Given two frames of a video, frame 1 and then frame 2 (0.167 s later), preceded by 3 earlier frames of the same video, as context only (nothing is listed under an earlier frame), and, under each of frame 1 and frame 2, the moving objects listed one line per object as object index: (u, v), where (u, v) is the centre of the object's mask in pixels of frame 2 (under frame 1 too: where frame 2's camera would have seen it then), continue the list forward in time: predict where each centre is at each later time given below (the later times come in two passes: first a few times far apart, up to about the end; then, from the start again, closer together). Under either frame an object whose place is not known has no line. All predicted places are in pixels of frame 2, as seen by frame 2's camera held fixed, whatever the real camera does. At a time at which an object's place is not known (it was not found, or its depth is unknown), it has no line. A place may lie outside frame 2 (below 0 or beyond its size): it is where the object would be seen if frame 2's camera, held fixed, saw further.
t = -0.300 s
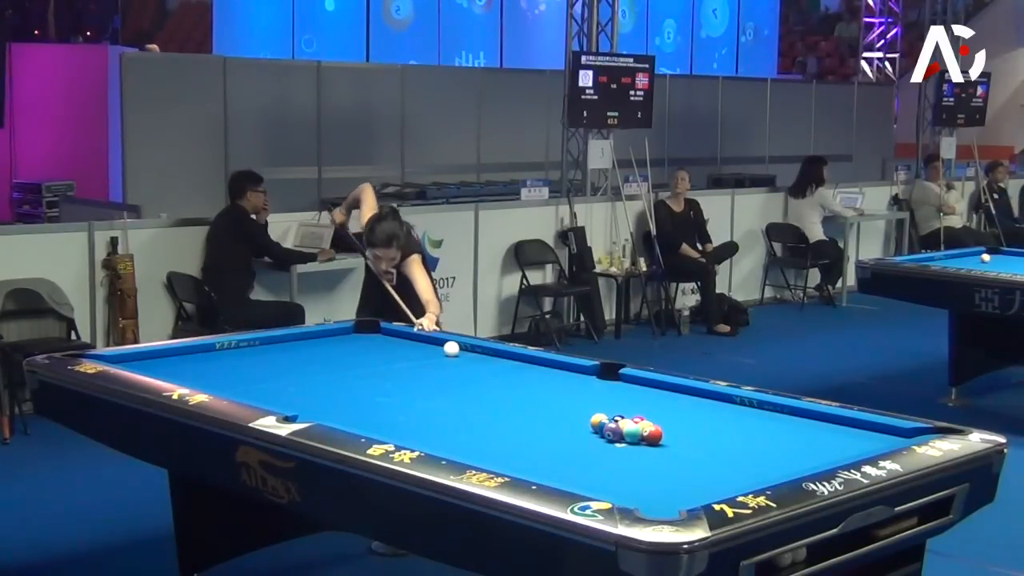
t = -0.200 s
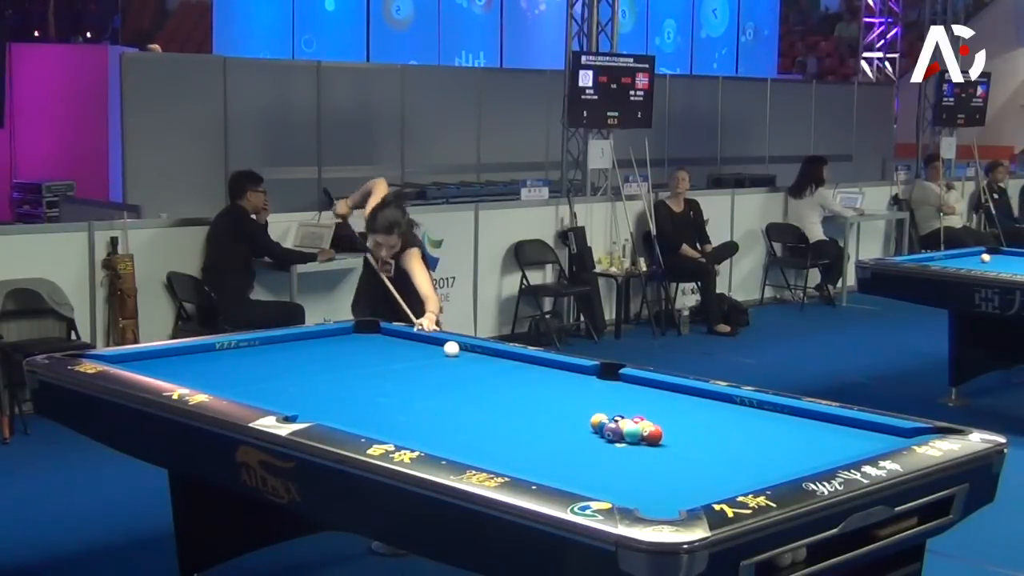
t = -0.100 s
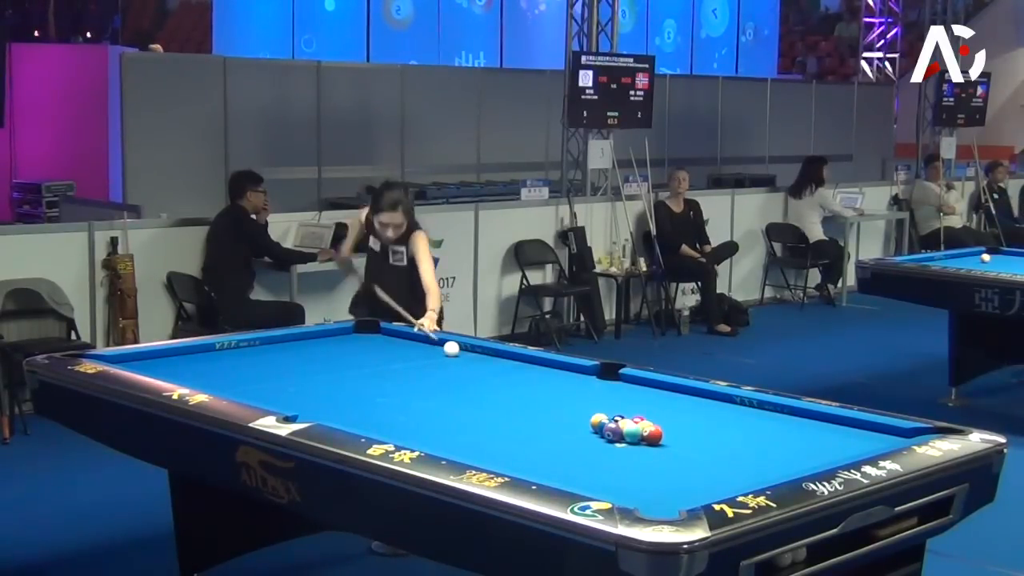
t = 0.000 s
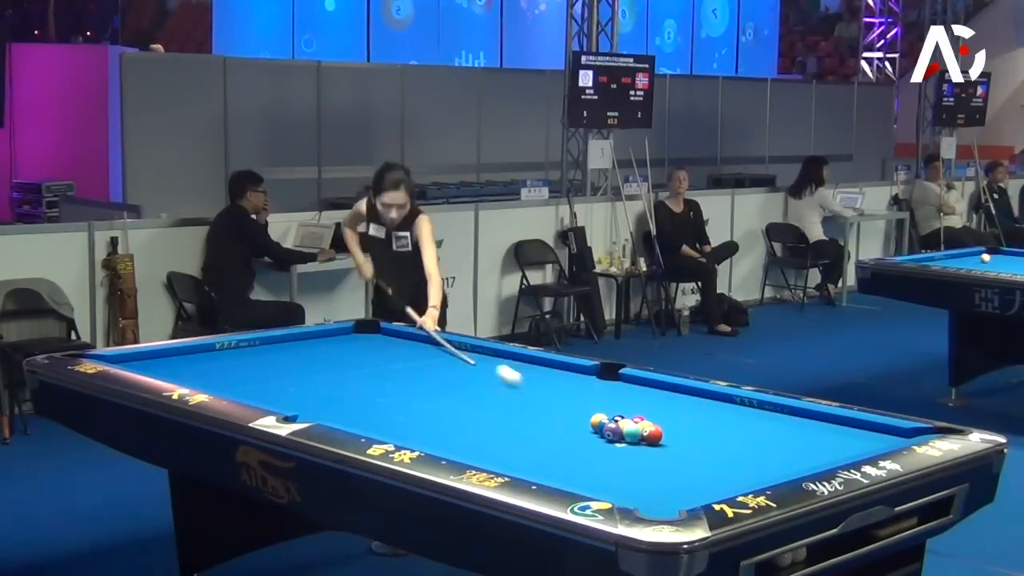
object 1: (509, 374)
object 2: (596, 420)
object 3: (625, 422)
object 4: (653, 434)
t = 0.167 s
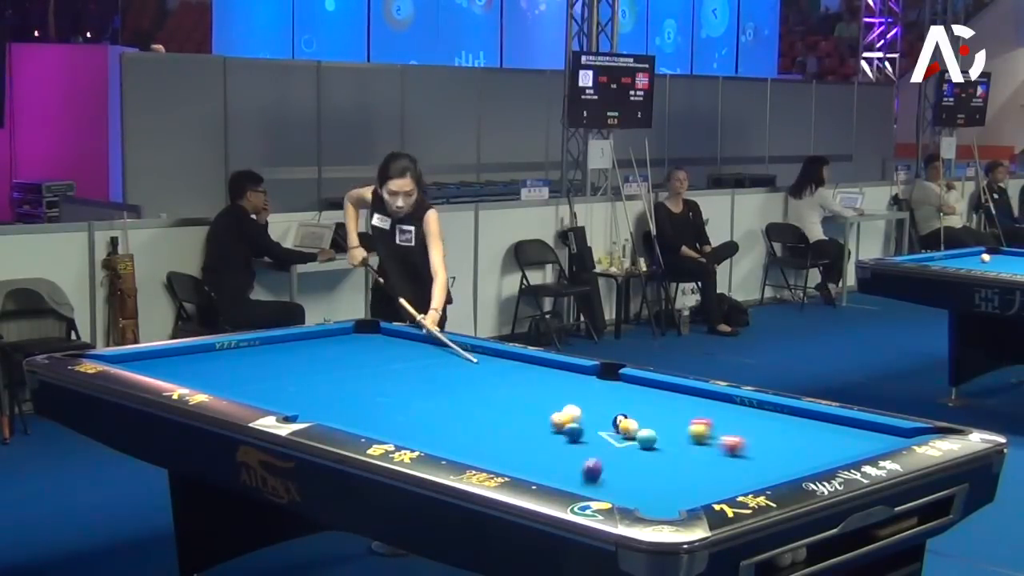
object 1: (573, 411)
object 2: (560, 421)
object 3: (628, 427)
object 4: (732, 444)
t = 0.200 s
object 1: (565, 412)
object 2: (546, 422)
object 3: (630, 428)
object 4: (763, 448)
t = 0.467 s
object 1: (528, 406)
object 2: (445, 420)
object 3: (637, 428)
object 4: (760, 435)
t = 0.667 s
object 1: (508, 402)
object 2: (371, 419)
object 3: (641, 428)
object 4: (699, 417)
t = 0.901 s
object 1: (485, 399)
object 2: (315, 413)
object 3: (645, 427)
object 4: (640, 398)
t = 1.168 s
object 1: (461, 394)
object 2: (340, 404)
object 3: (648, 427)
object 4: (583, 380)
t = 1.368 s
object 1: (445, 392)
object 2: (355, 397)
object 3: (649, 428)
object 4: (544, 368)
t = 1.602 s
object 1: (427, 389)
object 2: (372, 389)
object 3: (648, 428)
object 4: (504, 355)
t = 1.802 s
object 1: (413, 387)
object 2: (385, 382)
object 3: (648, 428)
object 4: (466, 347)
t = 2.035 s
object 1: (398, 385)
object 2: (399, 372)
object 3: (649, 427)
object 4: (417, 340)
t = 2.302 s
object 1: (382, 382)
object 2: (413, 369)
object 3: (648, 427)
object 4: (365, 332)
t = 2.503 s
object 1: (372, 380)
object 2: (423, 364)
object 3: (648, 427)
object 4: (354, 332)
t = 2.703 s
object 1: (362, 378)
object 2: (433, 359)
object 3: (648, 427)
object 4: (362, 337)
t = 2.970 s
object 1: (350, 376)
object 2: (445, 354)
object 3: (648, 427)
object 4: (371, 343)
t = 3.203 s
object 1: (341, 375)
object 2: (454, 349)
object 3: (648, 427)
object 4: (378, 348)
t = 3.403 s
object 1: (334, 373)
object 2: (461, 346)
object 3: (648, 428)
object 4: (384, 352)
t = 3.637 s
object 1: (327, 372)
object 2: (450, 346)
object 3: (648, 427)
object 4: (391, 357)
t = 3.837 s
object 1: (322, 372)
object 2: (440, 346)
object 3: (648, 427)
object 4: (397, 361)
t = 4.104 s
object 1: (316, 370)
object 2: (429, 346)
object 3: (648, 427)
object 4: (405, 367)
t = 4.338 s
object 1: (311, 370)
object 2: (419, 346)
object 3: (648, 427)
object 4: (411, 372)
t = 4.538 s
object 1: (308, 369)
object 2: (413, 346)
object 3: (648, 427)
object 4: (417, 376)
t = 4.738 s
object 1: (306, 369)
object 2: (406, 346)
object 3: (648, 427)
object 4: (422, 380)
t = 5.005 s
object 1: (305, 369)
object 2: (399, 346)
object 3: (648, 427)
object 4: (429, 385)
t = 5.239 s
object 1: (304, 369)
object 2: (395, 347)
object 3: (648, 427)
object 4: (436, 389)
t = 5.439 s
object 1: (304, 369)
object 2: (392, 347)
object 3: (648, 427)
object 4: (440, 393)
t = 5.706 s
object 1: (305, 369)
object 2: (389, 347)
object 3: (648, 428)
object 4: (447, 398)
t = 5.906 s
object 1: (305, 369)
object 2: (387, 347)
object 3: (648, 427)
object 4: (452, 401)
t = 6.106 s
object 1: (305, 369)
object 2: (387, 346)
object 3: (648, 428)
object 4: (457, 404)
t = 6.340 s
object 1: (305, 369)
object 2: (387, 346)
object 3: (648, 427)
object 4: (461, 408)
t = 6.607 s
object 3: (648, 428)
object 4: (467, 412)
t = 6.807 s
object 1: (305, 369)
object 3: (648, 428)
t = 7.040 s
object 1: (305, 369)
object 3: (650, 427)
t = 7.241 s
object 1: (305, 369)
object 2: (505, 368)
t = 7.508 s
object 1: (304, 369)
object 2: (505, 368)
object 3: (648, 427)
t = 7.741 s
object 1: (305, 369)
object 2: (505, 368)
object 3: (648, 428)
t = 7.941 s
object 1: (305, 369)
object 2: (505, 368)
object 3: (648, 428)
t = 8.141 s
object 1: (305, 369)
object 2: (505, 368)
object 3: (648, 428)
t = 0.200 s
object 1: (565, 412)
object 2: (546, 422)
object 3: (630, 428)
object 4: (763, 448)
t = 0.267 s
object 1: (554, 410)
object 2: (519, 422)
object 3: (632, 428)
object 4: (823, 455)
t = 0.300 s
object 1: (548, 410)
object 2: (506, 421)
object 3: (632, 428)
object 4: (830, 454)
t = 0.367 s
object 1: (540, 408)
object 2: (481, 421)
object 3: (635, 428)
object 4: (800, 447)
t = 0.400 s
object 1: (536, 407)
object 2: (469, 420)
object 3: (635, 428)
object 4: (785, 443)
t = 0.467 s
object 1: (528, 406)
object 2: (445, 420)
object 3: (637, 428)
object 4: (760, 435)
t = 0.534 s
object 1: (521, 405)
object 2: (420, 419)
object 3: (638, 427)
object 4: (737, 429)
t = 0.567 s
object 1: (518, 404)
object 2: (408, 419)
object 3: (639, 428)
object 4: (727, 426)
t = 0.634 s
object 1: (511, 403)
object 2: (384, 419)
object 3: (641, 428)
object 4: (707, 419)
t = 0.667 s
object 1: (508, 402)
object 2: (371, 419)
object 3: (641, 428)
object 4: (699, 417)
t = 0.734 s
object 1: (501, 401)
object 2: (348, 417)
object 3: (643, 427)
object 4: (681, 411)
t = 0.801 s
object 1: (494, 400)
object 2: (324, 415)
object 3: (644, 427)
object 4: (665, 406)
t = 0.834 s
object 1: (491, 400)
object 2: (311, 415)
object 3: (644, 428)
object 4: (656, 403)
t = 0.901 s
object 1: (485, 399)
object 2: (315, 413)
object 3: (645, 427)
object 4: (640, 398)
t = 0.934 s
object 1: (482, 398)
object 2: (320, 412)
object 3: (646, 427)
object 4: (633, 396)
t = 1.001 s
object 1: (476, 397)
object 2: (327, 410)
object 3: (646, 427)
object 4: (618, 391)
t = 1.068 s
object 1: (470, 396)
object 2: (332, 407)
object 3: (647, 427)
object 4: (604, 387)
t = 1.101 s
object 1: (467, 396)
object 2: (335, 406)
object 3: (647, 428)
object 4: (596, 384)
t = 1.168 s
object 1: (461, 394)
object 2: (340, 404)
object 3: (648, 427)
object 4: (583, 380)
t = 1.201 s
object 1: (459, 394)
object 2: (343, 403)
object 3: (648, 427)
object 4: (576, 378)
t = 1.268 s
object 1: (453, 393)
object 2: (348, 400)
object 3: (648, 428)
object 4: (563, 374)
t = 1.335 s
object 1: (448, 392)
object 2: (353, 398)
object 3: (648, 428)
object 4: (551, 370)
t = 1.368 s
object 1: (445, 392)
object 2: (355, 397)
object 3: (649, 428)
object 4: (544, 368)
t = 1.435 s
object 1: (440, 391)
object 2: (360, 394)
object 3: (649, 427)
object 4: (532, 365)
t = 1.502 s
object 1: (435, 390)
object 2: (365, 392)
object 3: (648, 428)
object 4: (520, 361)
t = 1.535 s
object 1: (432, 390)
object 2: (367, 391)
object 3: (648, 427)
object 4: (515, 359)
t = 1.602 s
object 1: (427, 389)
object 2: (372, 389)
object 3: (648, 428)
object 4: (504, 355)
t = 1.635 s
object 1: (425, 388)
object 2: (374, 387)
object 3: (648, 428)
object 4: (498, 354)
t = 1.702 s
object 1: (420, 388)
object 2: (378, 386)
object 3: (648, 428)
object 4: (488, 351)
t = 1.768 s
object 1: (416, 387)
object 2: (383, 384)
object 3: (648, 428)
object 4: (473, 348)
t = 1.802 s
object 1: (413, 387)
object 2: (385, 382)
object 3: (648, 428)
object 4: (466, 347)
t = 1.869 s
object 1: (409, 386)
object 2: (389, 381)
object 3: (648, 427)
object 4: (452, 345)
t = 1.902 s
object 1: (407, 386)
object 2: (390, 379)
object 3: (647, 426)
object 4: (445, 344)
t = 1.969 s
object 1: (403, 385)
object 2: (393, 376)
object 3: (648, 423)
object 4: (431, 342)
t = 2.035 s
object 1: (398, 385)
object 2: (399, 372)
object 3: (649, 427)
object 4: (417, 340)
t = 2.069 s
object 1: (396, 384)
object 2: (402, 372)
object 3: (648, 428)
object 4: (411, 339)
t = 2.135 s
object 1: (392, 383)
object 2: (405, 373)
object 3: (648, 428)
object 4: (397, 337)
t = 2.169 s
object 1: (390, 383)
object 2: (406, 372)
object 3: (648, 427)
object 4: (391, 336)
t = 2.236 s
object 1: (386, 382)
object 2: (410, 371)
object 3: (648, 428)
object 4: (378, 334)
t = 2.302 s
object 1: (382, 382)
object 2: (413, 369)
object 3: (648, 427)
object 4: (365, 332)
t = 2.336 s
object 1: (381, 381)
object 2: (415, 368)
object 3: (648, 427)
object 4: (359, 331)
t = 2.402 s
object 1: (377, 381)
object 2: (418, 366)
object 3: (648, 427)
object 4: (348, 330)
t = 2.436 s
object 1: (375, 380)
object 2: (420, 365)
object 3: (648, 427)
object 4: (350, 330)
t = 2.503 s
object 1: (372, 380)
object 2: (423, 364)
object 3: (648, 427)
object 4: (354, 332)
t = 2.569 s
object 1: (369, 379)
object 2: (426, 362)
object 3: (648, 427)
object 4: (358, 334)
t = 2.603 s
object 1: (367, 379)
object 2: (428, 362)
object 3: (648, 427)
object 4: (359, 335)
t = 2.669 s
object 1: (363, 378)
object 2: (431, 360)
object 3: (648, 427)
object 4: (361, 336)
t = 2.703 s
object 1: (362, 378)
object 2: (433, 359)
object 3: (648, 427)
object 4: (362, 337)
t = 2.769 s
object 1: (359, 378)
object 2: (436, 358)
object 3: (648, 427)
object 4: (364, 338)
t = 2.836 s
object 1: (356, 377)
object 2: (439, 356)
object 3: (648, 427)
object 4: (366, 340)
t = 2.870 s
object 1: (354, 377)
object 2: (440, 356)
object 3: (648, 427)
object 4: (368, 340)
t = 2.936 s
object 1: (352, 376)
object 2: (443, 354)
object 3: (648, 427)
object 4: (370, 342)
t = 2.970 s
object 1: (350, 376)
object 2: (445, 354)
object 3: (648, 427)
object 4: (371, 343)
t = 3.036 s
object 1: (348, 375)
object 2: (447, 352)
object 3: (648, 427)
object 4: (373, 344)
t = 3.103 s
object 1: (345, 375)
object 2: (450, 351)
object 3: (648, 427)
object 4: (375, 345)
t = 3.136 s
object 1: (344, 375)
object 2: (451, 350)
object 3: (648, 427)
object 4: (375, 346)
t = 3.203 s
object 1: (341, 375)
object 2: (454, 349)
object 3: (648, 427)
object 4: (378, 348)
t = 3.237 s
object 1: (340, 374)
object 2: (455, 349)
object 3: (648, 427)
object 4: (379, 348)
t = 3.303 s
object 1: (338, 374)
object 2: (458, 348)
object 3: (648, 428)
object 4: (381, 350)
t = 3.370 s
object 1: (335, 374)
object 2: (460, 346)
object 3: (648, 427)
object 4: (383, 352)
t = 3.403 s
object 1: (334, 373)
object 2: (461, 346)
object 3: (648, 428)
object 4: (384, 352)
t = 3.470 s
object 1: (332, 373)
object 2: (458, 346)
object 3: (648, 427)
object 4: (386, 353)
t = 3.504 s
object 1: (331, 373)
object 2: (456, 346)
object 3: (648, 428)
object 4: (387, 354)
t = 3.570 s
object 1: (329, 373)
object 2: (453, 346)
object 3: (648, 427)
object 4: (389, 355)
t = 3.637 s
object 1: (327, 372)
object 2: (450, 346)
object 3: (648, 427)
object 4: (391, 357)
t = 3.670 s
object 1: (326, 372)
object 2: (448, 346)
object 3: (648, 427)
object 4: (392, 358)
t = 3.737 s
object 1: (324, 372)
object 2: (445, 346)
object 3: (648, 427)
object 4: (394, 359)
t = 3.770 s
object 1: (324, 372)
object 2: (443, 346)
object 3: (648, 427)
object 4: (395, 360)
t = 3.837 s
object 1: (322, 372)
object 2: (440, 346)
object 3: (648, 427)
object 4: (397, 361)
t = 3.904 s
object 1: (320, 371)
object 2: (437, 346)
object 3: (648, 427)
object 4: (398, 363)
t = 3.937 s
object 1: (319, 371)
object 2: (436, 346)
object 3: (648, 427)
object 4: (399, 363)
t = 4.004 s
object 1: (318, 371)
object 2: (433, 346)
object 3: (648, 427)
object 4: (401, 365)
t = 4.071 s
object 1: (316, 371)
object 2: (430, 346)
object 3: (648, 427)
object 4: (404, 366)
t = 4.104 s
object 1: (316, 370)
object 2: (429, 346)
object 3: (648, 427)
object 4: (405, 367)
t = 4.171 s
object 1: (314, 370)
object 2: (426, 346)
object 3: (648, 427)
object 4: (406, 368)
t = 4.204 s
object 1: (314, 370)
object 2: (424, 346)
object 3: (648, 427)
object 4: (407, 369)
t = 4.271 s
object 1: (313, 370)
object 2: (422, 346)
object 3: (648, 428)
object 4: (409, 370)
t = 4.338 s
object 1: (311, 370)
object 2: (419, 346)
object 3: (648, 427)
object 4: (411, 372)
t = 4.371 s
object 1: (311, 370)
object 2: (418, 346)
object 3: (648, 427)
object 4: (412, 372)
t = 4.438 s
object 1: (310, 369)
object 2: (416, 346)
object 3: (648, 427)
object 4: (414, 374)
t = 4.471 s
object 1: (309, 369)
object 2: (415, 346)
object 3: (648, 427)
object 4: (415, 374)
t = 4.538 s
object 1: (308, 369)
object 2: (413, 346)
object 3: (648, 427)
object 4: (417, 376)
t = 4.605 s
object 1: (308, 369)
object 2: (410, 346)
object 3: (648, 427)
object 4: (418, 377)
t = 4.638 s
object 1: (307, 369)
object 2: (410, 346)
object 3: (648, 427)
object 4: (419, 378)
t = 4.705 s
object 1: (306, 369)
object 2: (407, 346)
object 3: (648, 427)
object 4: (421, 379)
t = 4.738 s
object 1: (306, 369)
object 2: (406, 346)
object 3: (648, 427)
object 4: (422, 380)
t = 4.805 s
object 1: (306, 369)
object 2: (405, 347)
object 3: (648, 427)
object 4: (424, 381)
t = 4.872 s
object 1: (305, 369)
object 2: (403, 347)
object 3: (648, 427)
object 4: (425, 382)
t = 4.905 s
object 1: (305, 369)
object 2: (402, 346)
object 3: (648, 427)
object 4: (426, 383)
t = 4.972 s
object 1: (305, 369)
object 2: (400, 347)
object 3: (648, 427)
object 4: (428, 384)
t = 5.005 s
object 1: (305, 369)
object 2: (399, 346)
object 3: (648, 427)
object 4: (429, 385)
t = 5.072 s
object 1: (305, 369)
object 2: (398, 347)
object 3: (648, 427)
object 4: (431, 386)
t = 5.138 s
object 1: (304, 369)
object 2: (397, 347)
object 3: (648, 427)
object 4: (433, 387)
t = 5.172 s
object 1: (304, 369)
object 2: (396, 346)
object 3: (648, 427)
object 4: (434, 388)
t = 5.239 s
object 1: (304, 369)
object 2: (395, 347)
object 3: (648, 427)
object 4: (436, 389)
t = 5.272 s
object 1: (304, 368)
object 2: (394, 346)
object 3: (648, 427)
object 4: (436, 390)
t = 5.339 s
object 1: (304, 368)
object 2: (393, 347)
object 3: (648, 427)
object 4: (438, 391)
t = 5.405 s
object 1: (304, 369)
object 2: (392, 347)
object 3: (648, 427)
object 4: (440, 392)
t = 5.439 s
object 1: (304, 369)
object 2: (392, 347)
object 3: (648, 427)
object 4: (440, 393)
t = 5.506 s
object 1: (304, 368)
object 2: (391, 347)
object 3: (648, 427)
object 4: (442, 394)
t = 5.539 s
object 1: (304, 369)
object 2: (391, 347)
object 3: (648, 427)
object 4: (444, 395)
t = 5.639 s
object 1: (305, 369)
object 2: (389, 347)
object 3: (648, 427)
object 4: (446, 396)
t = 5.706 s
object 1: (305, 369)
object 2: (389, 347)
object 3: (648, 428)
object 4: (447, 398)
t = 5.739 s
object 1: (305, 369)
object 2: (389, 347)
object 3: (648, 427)
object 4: (448, 398)
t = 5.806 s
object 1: (305, 369)
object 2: (388, 347)
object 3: (648, 427)
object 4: (450, 400)
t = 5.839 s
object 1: (305, 369)
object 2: (388, 347)
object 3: (648, 427)
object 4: (451, 400)
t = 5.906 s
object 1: (305, 369)
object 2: (387, 347)
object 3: (648, 427)
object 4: (452, 401)
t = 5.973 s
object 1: (305, 369)
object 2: (387, 346)
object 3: (648, 427)
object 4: (453, 402)
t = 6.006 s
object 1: (305, 369)
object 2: (387, 347)
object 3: (648, 427)
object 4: (454, 403)
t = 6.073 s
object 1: (305, 369)
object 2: (387, 346)
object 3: (648, 427)
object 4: (456, 404)
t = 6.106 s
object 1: (305, 369)
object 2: (387, 346)
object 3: (648, 428)
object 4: (457, 404)
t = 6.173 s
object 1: (305, 369)
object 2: (387, 346)
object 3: (648, 427)
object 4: (458, 405)
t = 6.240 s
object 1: (305, 369)
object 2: (387, 346)
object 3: (648, 427)
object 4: (459, 406)
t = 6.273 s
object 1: (305, 369)
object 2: (387, 346)
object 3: (648, 427)
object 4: (460, 407)
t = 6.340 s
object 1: (305, 369)
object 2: (387, 346)
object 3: (648, 427)
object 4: (461, 408)
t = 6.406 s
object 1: (305, 369)
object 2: (387, 346)
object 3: (648, 427)
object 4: (463, 409)
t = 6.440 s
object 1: (305, 369)
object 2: (387, 346)
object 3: (648, 427)
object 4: (464, 410)
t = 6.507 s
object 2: (387, 346)
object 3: (648, 428)
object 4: (465, 411)
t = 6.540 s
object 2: (387, 346)
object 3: (648, 427)
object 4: (465, 411)
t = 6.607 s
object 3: (648, 428)
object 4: (467, 412)
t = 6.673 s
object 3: (648, 428)
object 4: (468, 413)
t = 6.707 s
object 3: (648, 428)
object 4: (469, 413)
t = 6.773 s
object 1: (304, 368)
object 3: (648, 427)
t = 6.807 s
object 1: (305, 369)
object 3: (648, 428)
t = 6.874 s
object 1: (305, 369)
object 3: (648, 427)
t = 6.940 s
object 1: (305, 369)
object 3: (648, 428)
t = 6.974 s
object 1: (305, 369)
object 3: (648, 428)
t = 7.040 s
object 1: (305, 369)
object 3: (650, 427)
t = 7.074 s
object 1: (305, 369)
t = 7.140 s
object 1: (305, 369)
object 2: (505, 368)
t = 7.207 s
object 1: (305, 369)
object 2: (505, 368)
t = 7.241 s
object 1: (305, 369)
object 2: (505, 368)
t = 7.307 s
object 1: (305, 369)
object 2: (505, 368)
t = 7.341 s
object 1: (305, 369)
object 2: (505, 368)
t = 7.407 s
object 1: (305, 369)
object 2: (505, 368)
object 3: (646, 428)
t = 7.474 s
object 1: (304, 369)
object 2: (505, 368)
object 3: (648, 427)
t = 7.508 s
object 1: (304, 369)
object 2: (505, 368)
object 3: (648, 427)
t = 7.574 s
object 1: (305, 369)
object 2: (505, 368)
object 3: (648, 428)
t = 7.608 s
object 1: (305, 369)
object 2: (505, 368)
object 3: (648, 428)
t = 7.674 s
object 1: (305, 369)
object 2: (505, 368)
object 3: (648, 427)
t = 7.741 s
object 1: (305, 369)
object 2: (505, 368)
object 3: (648, 428)
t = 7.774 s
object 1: (305, 369)
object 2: (505, 368)
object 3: (648, 428)
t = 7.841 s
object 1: (305, 369)
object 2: (505, 368)
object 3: (648, 427)
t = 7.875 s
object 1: (305, 369)
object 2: (505, 368)
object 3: (648, 427)
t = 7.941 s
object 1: (305, 369)
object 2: (505, 368)
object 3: (648, 428)
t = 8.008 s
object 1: (305, 369)
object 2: (505, 368)
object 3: (648, 427)
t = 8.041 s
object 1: (305, 369)
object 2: (505, 368)
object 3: (648, 428)
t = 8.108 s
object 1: (305, 369)
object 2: (505, 368)
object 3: (648, 428)
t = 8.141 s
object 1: (305, 369)
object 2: (505, 368)
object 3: (648, 428)
